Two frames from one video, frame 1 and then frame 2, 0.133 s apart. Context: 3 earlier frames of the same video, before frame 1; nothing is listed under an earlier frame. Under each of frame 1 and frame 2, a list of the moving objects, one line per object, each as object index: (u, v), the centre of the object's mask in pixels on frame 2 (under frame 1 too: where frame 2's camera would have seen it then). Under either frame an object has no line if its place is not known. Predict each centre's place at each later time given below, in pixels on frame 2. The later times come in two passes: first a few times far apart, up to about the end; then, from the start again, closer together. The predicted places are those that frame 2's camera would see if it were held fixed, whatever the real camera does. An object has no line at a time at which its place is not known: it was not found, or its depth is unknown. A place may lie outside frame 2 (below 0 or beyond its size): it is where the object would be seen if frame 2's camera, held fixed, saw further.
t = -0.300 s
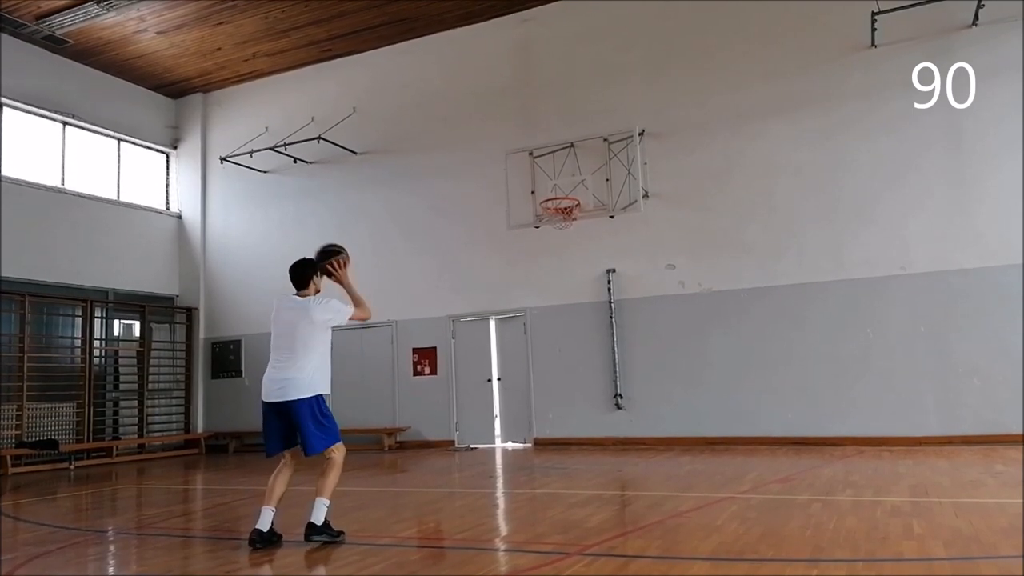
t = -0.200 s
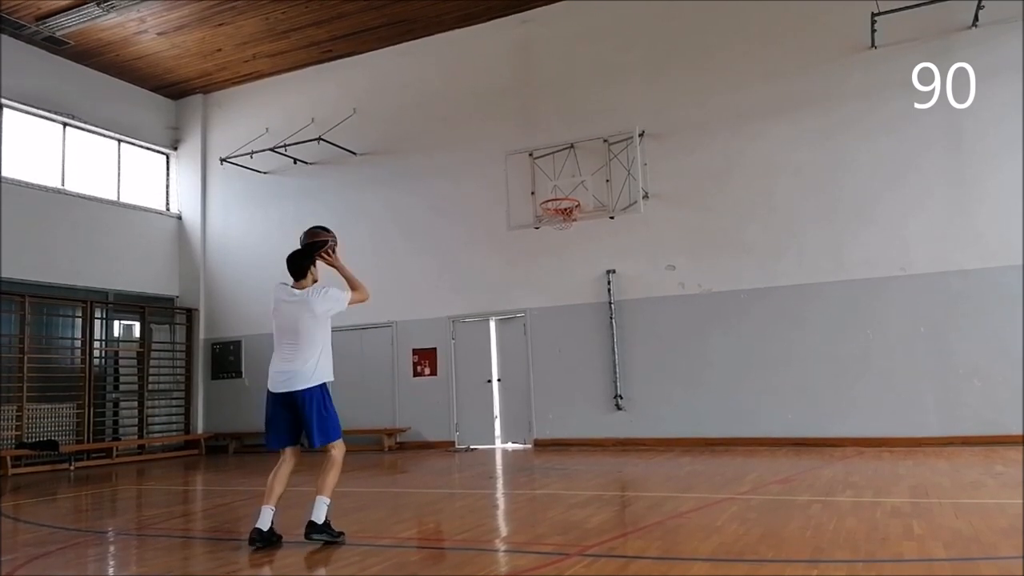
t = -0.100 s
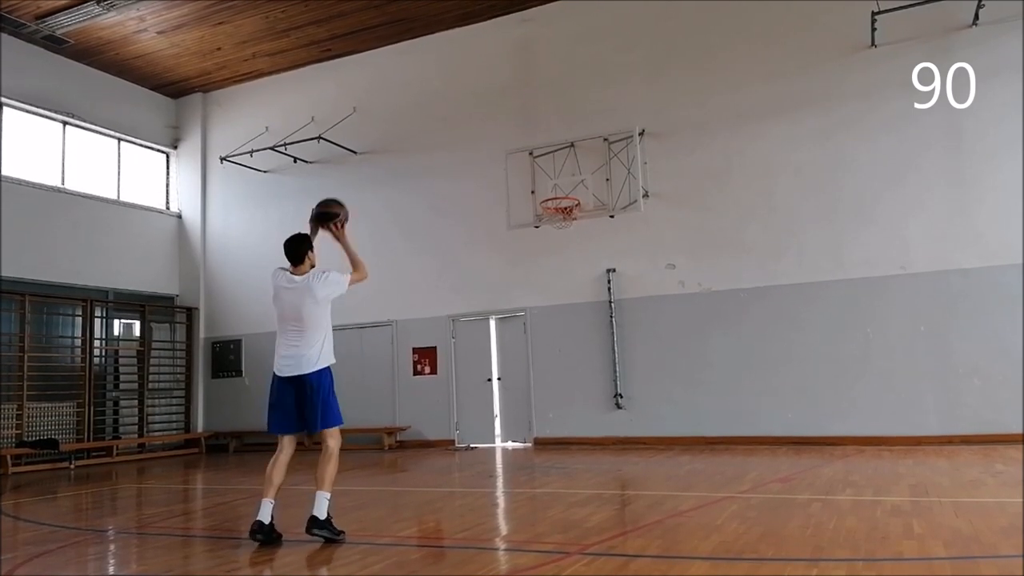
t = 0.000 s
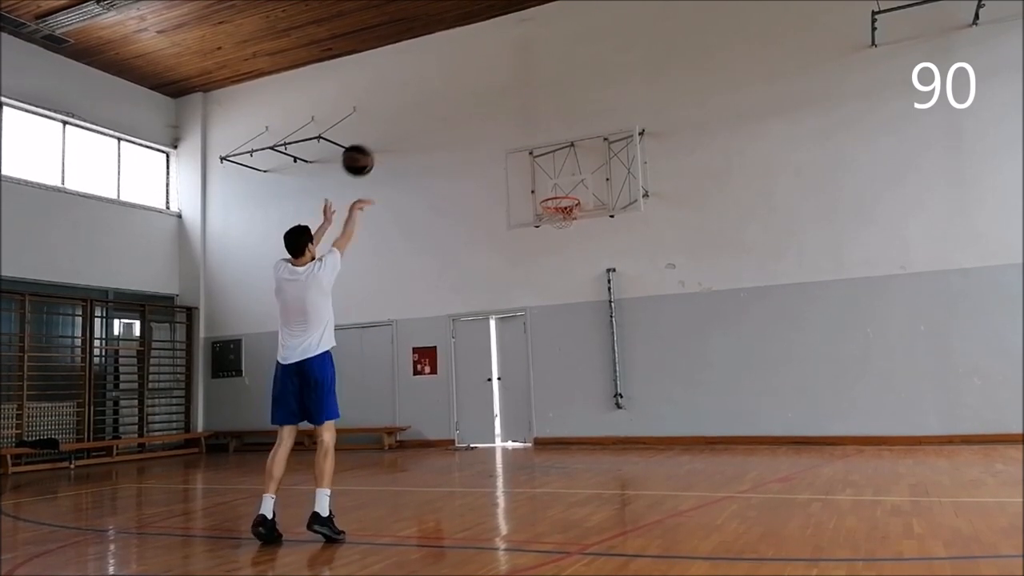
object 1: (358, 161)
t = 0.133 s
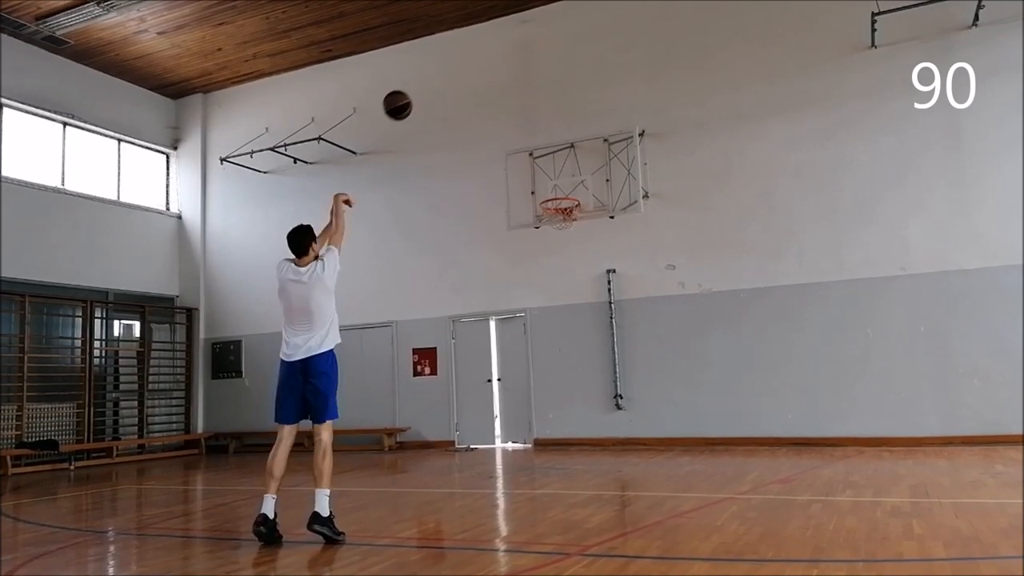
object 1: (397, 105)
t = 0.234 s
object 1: (423, 82)
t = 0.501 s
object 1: (479, 78)
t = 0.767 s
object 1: (524, 133)
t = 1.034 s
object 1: (564, 222)
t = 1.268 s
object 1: (567, 225)
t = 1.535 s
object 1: (567, 284)
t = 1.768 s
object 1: (571, 401)
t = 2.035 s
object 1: (554, 388)
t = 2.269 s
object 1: (529, 322)
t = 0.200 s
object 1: (415, 88)
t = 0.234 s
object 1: (423, 82)
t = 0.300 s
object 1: (439, 74)
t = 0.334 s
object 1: (446, 72)
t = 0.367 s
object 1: (453, 71)
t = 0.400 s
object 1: (460, 71)
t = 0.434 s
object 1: (466, 72)
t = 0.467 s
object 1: (473, 74)
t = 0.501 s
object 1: (479, 78)
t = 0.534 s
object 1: (485, 81)
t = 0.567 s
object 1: (491, 86)
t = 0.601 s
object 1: (497, 92)
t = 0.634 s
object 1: (502, 99)
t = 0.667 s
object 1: (508, 106)
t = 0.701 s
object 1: (513, 114)
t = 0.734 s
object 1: (518, 123)
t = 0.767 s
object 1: (524, 133)
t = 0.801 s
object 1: (529, 143)
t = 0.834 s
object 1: (534, 154)
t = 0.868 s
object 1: (539, 166)
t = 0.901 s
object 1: (543, 178)
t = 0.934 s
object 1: (548, 190)
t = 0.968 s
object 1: (552, 205)
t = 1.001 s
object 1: (558, 214)
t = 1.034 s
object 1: (564, 222)
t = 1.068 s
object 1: (568, 224)
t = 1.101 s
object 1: (568, 223)
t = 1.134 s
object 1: (569, 222)
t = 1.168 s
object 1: (568, 221)
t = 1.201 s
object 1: (568, 221)
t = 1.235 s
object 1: (568, 223)
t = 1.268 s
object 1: (567, 225)
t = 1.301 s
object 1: (567, 229)
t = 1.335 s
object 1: (567, 234)
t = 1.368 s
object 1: (567, 239)
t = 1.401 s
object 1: (567, 246)
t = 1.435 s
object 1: (567, 254)
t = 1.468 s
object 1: (567, 263)
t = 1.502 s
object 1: (567, 273)
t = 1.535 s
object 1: (567, 284)
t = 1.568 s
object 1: (567, 297)
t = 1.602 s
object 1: (568, 311)
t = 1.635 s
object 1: (568, 325)
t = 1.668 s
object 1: (569, 342)
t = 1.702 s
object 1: (569, 360)
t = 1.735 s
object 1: (570, 380)
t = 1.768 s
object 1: (571, 401)
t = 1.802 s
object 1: (572, 423)
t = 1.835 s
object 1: (573, 448)
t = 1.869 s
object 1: (574, 468)
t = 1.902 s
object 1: (569, 450)
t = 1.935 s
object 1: (565, 433)
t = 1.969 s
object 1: (562, 417)
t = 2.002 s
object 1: (558, 402)
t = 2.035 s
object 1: (554, 388)
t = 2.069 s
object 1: (551, 375)
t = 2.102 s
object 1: (547, 364)
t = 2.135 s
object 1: (543, 353)
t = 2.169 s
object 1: (540, 344)
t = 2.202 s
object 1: (536, 335)
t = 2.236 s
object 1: (532, 328)
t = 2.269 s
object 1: (529, 322)
